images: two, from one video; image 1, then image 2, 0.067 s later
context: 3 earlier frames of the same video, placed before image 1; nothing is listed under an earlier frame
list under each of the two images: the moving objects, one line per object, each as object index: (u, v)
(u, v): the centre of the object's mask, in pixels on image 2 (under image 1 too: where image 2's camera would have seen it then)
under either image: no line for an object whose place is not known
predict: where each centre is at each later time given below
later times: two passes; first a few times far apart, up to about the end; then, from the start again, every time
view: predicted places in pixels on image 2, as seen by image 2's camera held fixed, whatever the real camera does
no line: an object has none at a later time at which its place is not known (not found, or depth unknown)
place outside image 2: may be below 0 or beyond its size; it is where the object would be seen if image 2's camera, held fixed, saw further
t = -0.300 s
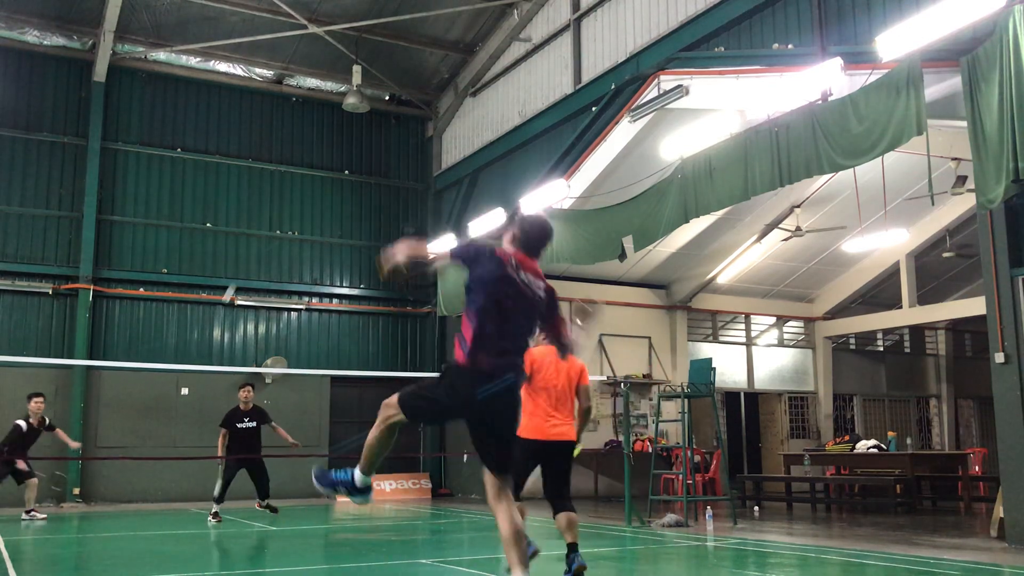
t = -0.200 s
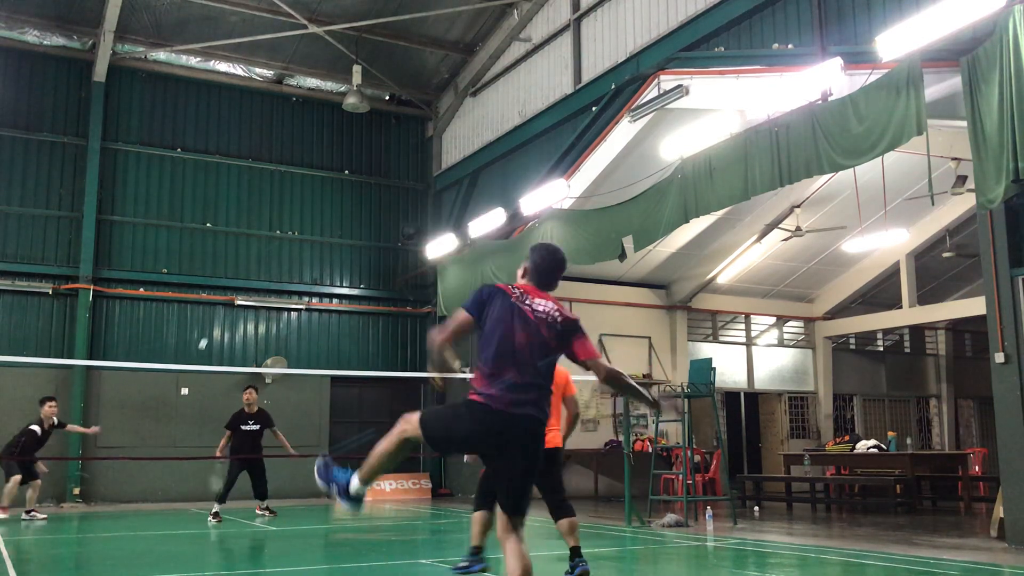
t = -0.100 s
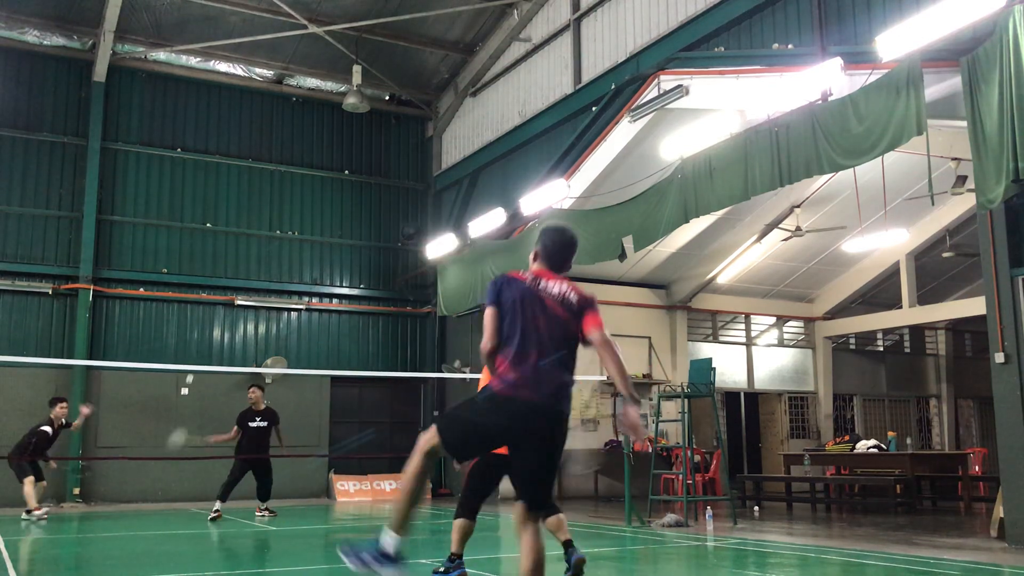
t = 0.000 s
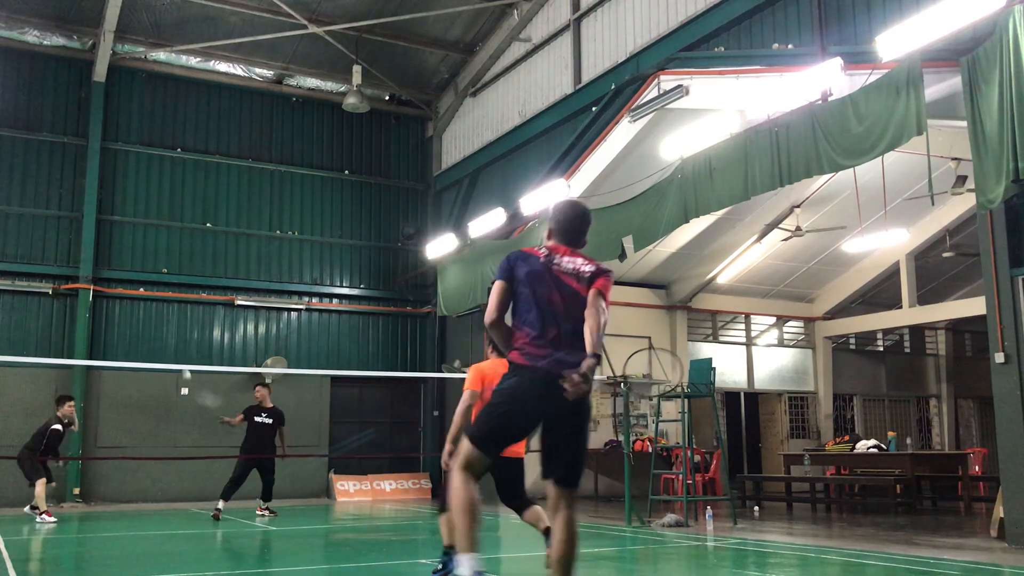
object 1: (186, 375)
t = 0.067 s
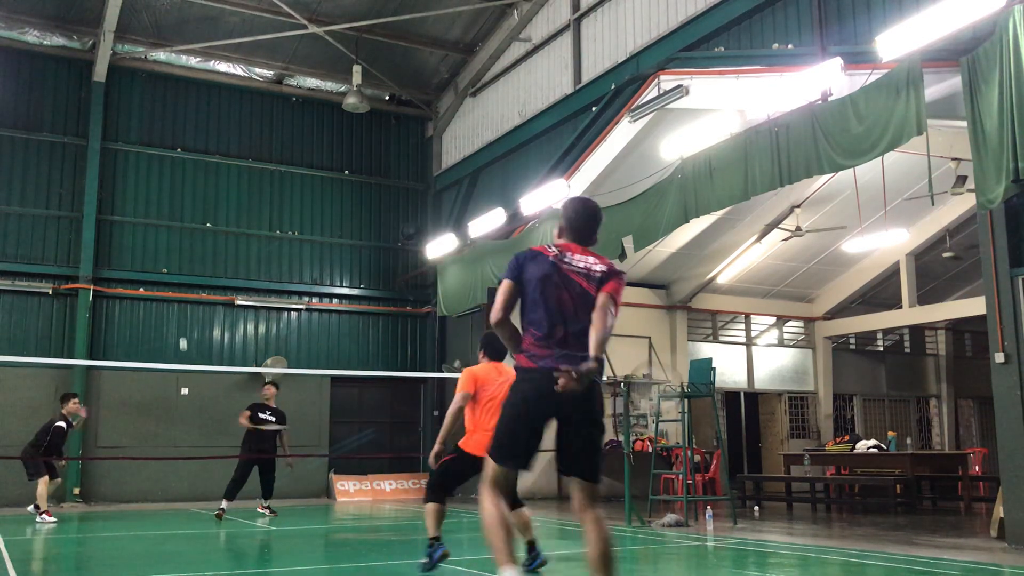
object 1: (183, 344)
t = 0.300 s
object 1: (177, 279)
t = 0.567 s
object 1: (159, 289)
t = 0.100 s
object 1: (181, 331)
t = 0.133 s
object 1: (181, 319)
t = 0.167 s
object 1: (180, 309)
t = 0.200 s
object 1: (180, 299)
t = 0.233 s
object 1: (179, 291)
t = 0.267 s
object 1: (178, 285)
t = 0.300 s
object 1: (177, 279)
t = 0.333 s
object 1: (172, 275)
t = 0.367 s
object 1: (171, 272)
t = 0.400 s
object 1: (171, 271)
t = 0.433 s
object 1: (169, 272)
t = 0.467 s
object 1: (167, 274)
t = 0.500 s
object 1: (164, 277)
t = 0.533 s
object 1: (162, 282)
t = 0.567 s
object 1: (159, 289)
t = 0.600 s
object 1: (156, 299)
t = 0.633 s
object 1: (153, 309)
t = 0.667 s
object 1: (149, 323)
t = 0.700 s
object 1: (145, 339)
